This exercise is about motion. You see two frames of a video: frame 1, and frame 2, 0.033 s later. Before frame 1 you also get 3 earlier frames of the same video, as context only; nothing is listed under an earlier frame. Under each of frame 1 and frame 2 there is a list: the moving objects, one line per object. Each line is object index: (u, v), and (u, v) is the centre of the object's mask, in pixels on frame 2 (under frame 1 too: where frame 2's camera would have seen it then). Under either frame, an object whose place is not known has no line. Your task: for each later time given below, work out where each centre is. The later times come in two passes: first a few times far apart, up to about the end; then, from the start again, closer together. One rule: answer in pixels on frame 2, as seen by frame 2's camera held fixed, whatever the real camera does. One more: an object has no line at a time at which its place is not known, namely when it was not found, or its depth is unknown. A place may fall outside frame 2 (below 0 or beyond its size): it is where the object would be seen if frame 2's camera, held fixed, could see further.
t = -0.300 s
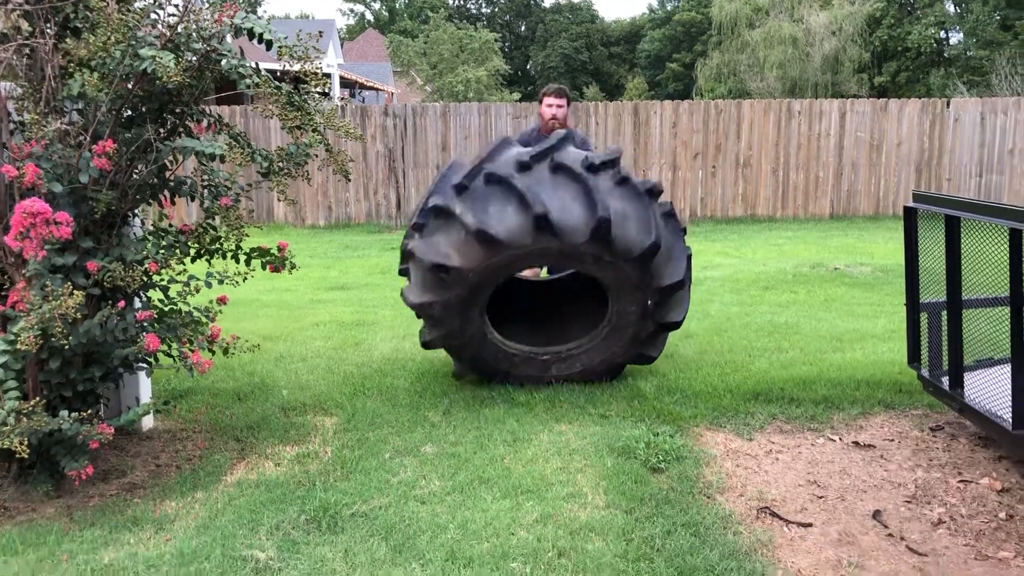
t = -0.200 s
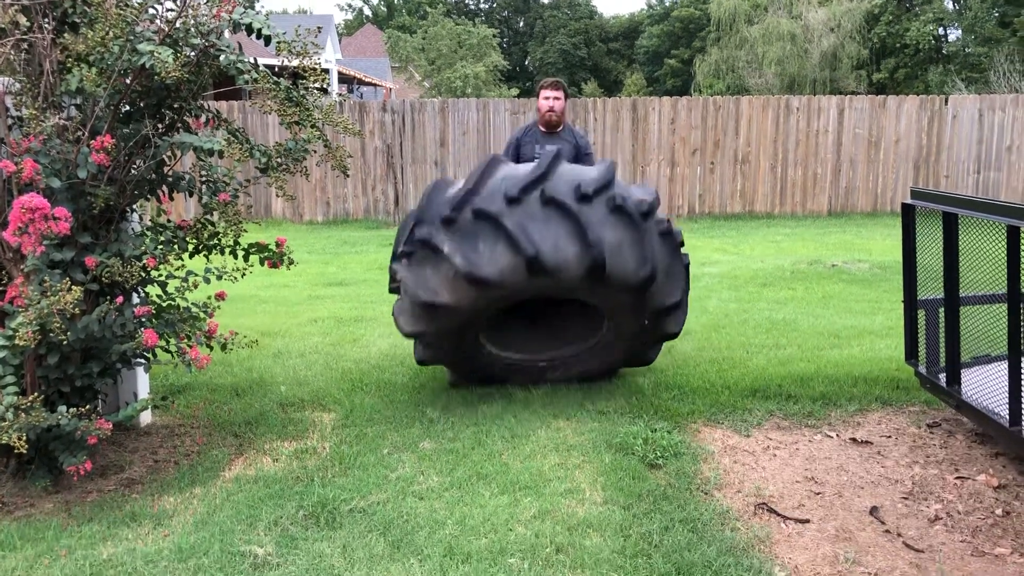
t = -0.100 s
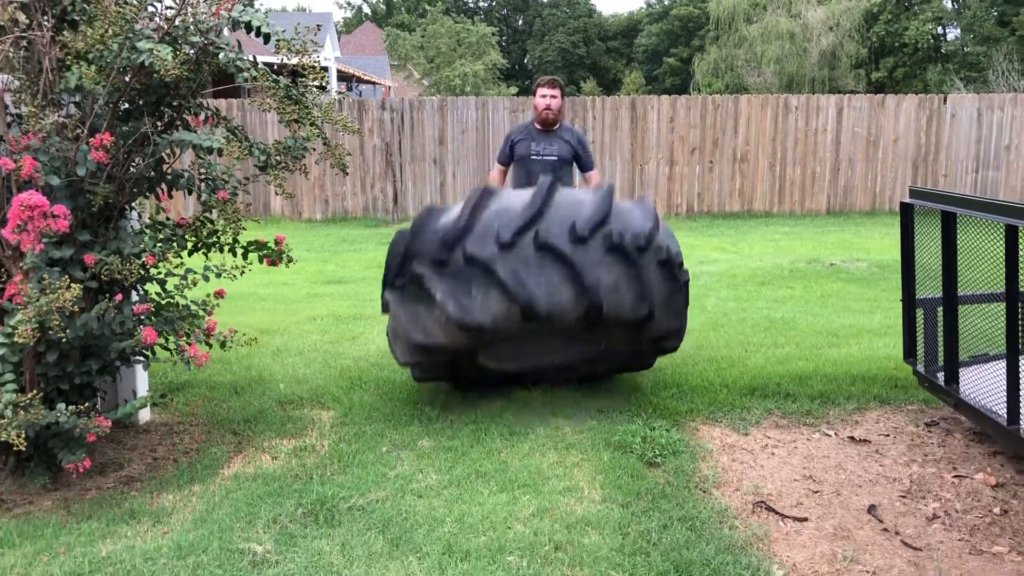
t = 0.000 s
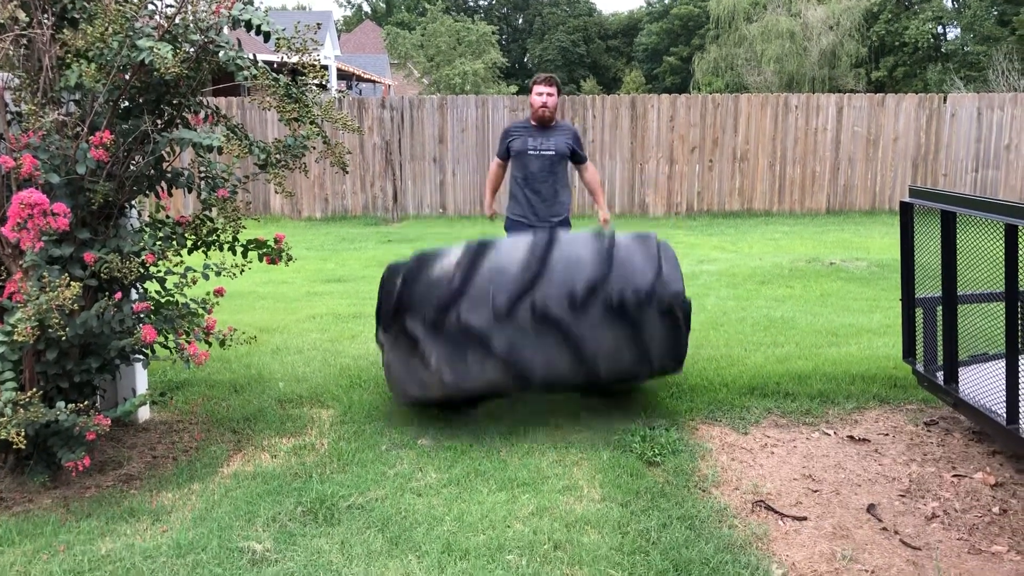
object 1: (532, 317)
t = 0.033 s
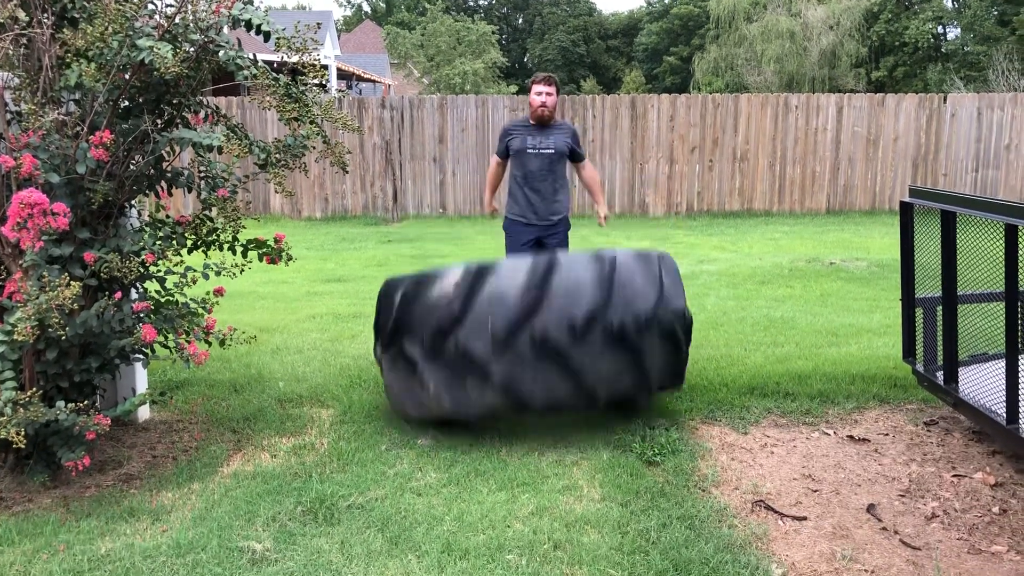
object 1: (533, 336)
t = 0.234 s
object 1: (542, 358)
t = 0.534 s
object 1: (547, 374)
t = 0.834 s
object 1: (535, 377)
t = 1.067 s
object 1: (536, 378)
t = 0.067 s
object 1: (534, 354)
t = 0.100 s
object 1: (534, 362)
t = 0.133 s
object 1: (534, 364)
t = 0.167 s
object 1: (536, 362)
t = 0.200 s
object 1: (539, 360)
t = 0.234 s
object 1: (542, 358)
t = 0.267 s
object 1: (545, 357)
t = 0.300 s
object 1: (548, 358)
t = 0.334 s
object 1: (551, 358)
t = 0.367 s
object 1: (555, 360)
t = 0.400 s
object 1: (555, 361)
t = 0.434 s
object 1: (554, 364)
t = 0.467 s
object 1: (552, 367)
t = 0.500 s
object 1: (550, 370)
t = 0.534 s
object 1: (547, 374)
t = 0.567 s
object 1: (545, 377)
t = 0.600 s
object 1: (542, 379)
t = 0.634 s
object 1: (539, 378)
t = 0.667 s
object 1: (537, 376)
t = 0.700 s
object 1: (536, 375)
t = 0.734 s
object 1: (535, 376)
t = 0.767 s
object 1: (535, 377)
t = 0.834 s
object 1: (535, 377)
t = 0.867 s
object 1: (536, 378)
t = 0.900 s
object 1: (537, 378)
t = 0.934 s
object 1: (537, 377)
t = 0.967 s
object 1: (537, 377)
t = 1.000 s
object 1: (536, 378)
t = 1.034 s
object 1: (536, 378)
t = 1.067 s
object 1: (536, 378)
